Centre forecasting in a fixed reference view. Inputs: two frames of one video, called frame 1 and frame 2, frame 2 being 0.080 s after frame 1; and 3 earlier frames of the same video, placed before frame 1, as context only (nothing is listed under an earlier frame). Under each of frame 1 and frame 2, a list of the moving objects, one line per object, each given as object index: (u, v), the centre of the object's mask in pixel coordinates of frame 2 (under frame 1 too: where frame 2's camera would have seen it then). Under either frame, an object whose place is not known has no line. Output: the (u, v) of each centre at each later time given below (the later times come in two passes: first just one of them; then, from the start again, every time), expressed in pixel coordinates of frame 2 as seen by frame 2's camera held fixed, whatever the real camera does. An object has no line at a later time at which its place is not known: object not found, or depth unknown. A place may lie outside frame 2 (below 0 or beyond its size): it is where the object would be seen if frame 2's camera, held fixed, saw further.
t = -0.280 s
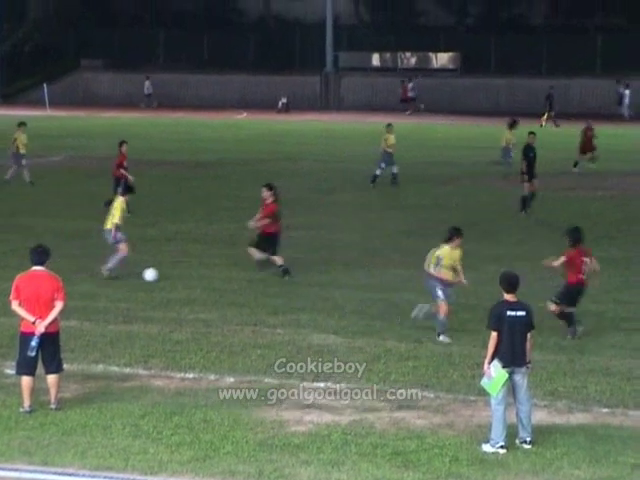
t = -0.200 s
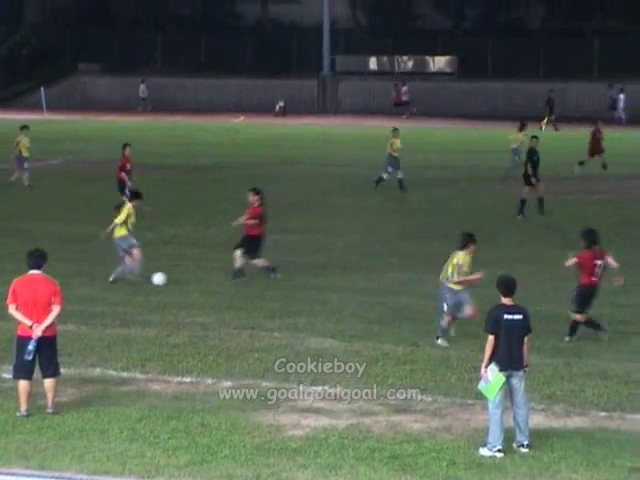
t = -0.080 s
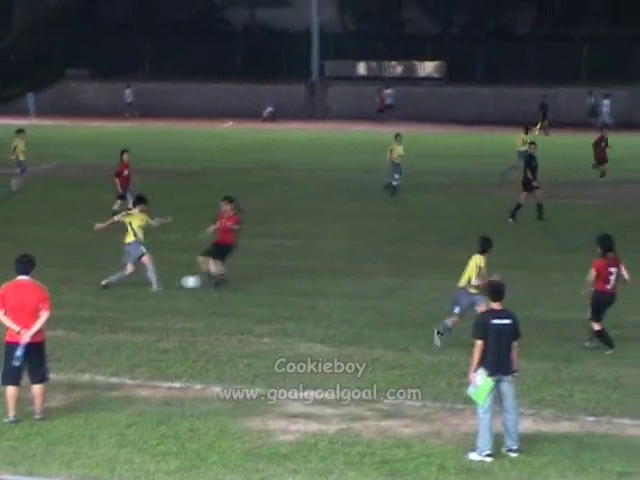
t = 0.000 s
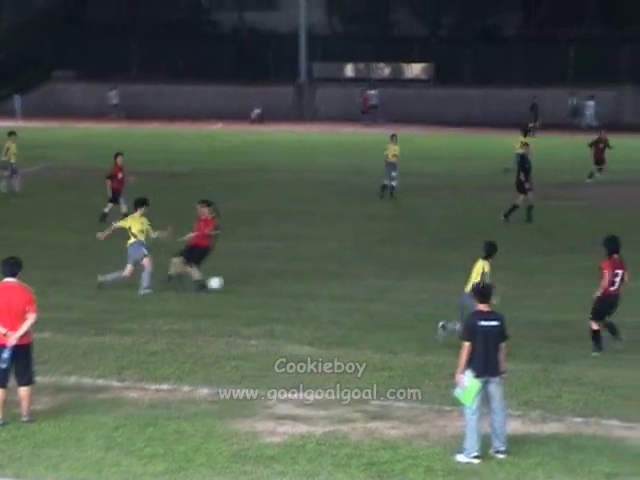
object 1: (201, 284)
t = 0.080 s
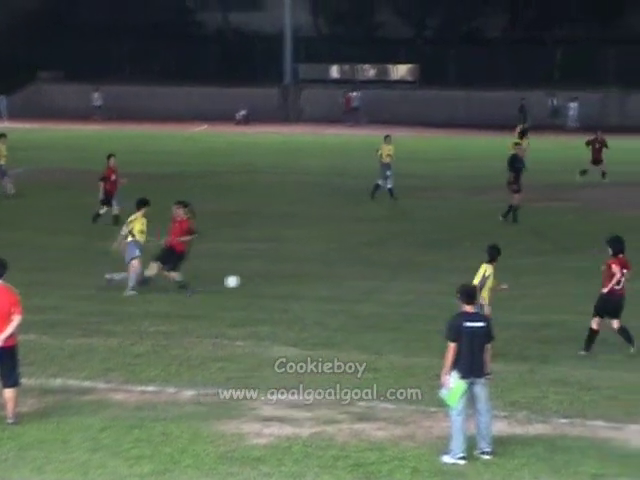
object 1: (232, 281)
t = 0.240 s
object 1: (288, 277)
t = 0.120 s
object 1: (247, 280)
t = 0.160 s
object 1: (261, 280)
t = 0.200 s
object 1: (275, 279)
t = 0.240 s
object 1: (288, 277)
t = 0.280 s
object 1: (300, 275)
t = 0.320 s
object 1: (312, 275)
